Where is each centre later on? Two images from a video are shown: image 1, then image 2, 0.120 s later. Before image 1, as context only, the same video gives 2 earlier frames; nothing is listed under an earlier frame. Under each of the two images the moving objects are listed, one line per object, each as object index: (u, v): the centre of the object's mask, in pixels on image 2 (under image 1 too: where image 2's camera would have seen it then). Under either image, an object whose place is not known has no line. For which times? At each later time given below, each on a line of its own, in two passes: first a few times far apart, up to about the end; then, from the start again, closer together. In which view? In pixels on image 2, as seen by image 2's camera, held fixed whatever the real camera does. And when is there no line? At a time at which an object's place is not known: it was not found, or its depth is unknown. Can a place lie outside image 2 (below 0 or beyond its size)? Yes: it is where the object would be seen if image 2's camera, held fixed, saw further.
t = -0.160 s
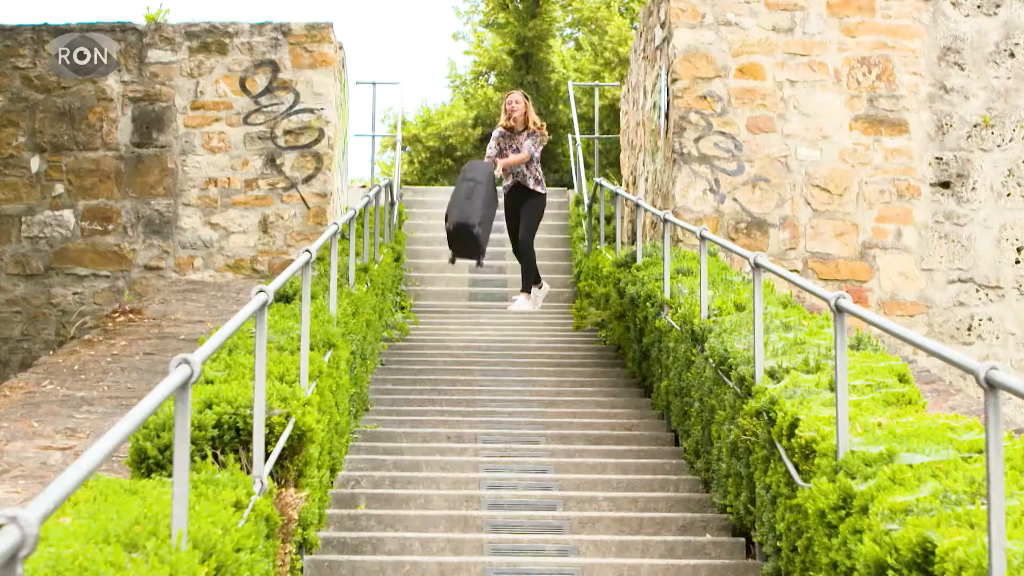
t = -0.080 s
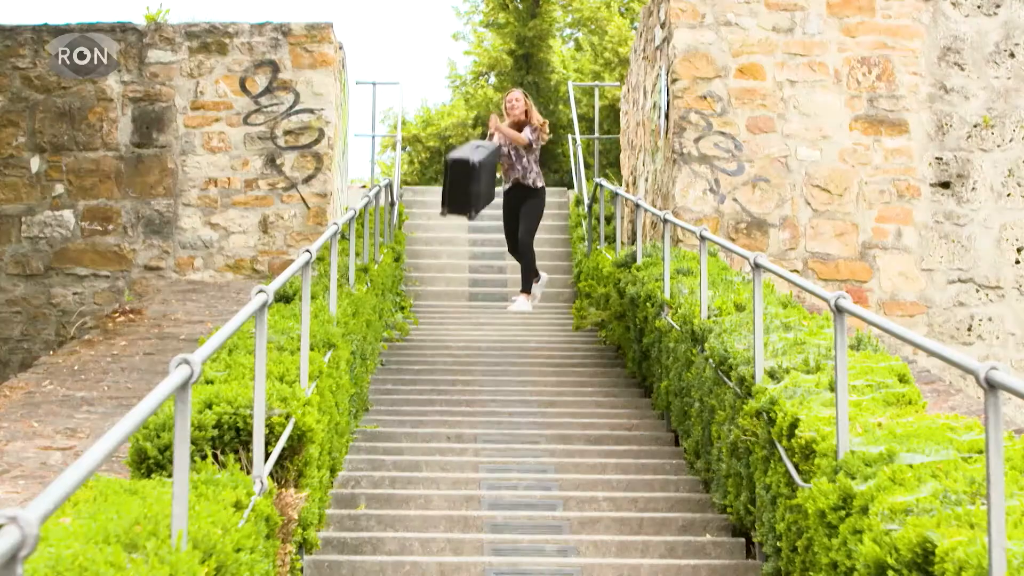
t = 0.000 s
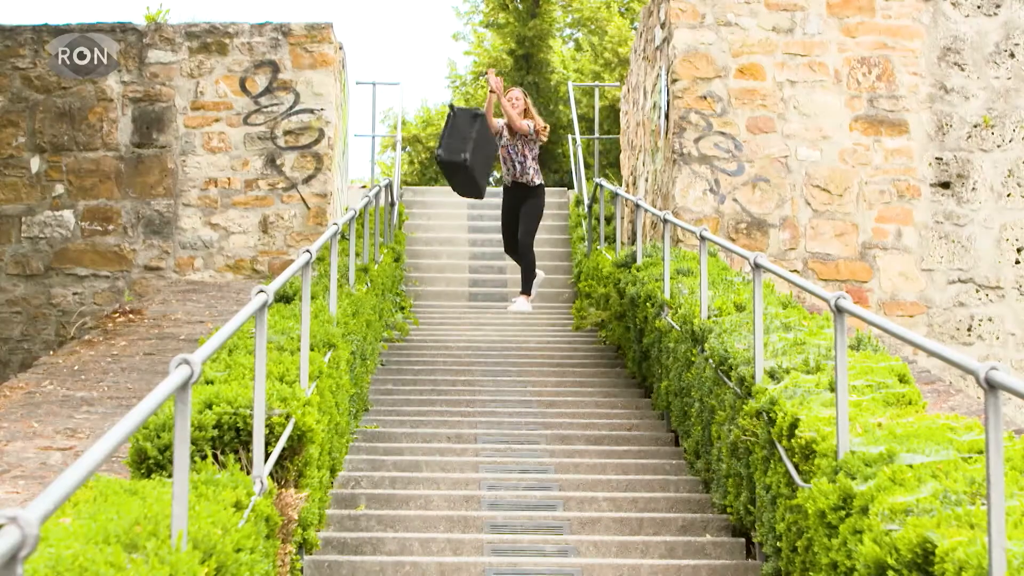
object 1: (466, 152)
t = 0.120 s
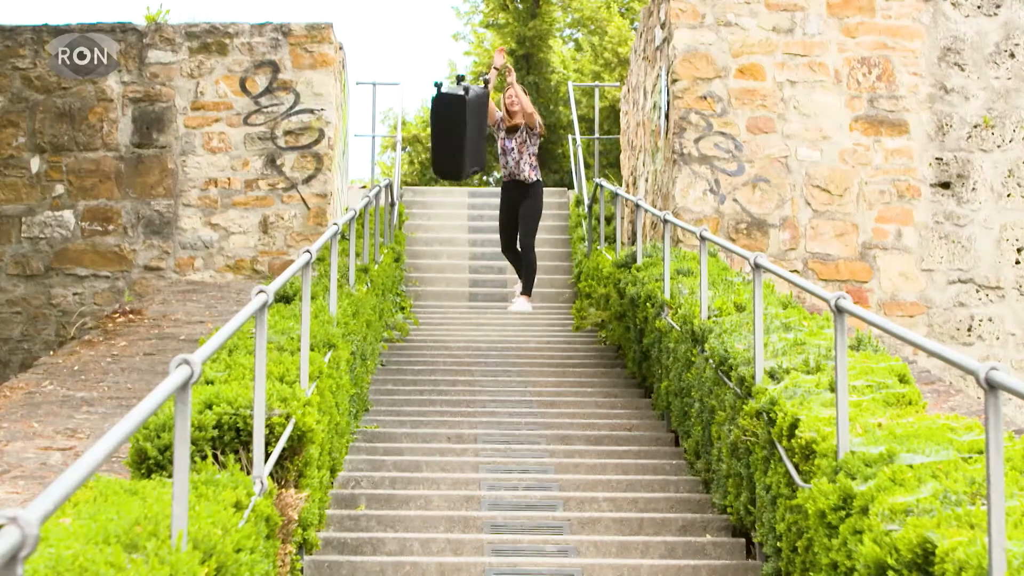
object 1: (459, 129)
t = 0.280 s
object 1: (446, 122)
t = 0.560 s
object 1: (426, 192)
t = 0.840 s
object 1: (423, 219)
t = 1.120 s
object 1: (419, 253)
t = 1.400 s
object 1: (416, 294)
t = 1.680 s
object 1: (412, 329)
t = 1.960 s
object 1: (413, 343)
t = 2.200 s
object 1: (412, 340)
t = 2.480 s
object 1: (421, 332)
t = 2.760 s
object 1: (431, 329)
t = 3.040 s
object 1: (439, 331)
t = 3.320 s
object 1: (444, 337)
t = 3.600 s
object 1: (446, 350)
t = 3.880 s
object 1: (450, 365)
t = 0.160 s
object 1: (456, 125)
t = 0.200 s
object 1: (453, 122)
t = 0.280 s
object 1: (446, 122)
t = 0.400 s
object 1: (436, 138)
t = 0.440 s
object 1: (433, 152)
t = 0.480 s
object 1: (429, 170)
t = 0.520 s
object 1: (427, 189)
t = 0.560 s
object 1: (426, 192)
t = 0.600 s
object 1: (426, 195)
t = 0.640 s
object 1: (425, 199)
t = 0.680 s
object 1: (425, 203)
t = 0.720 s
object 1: (424, 206)
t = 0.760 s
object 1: (424, 211)
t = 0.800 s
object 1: (423, 215)
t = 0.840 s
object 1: (423, 219)
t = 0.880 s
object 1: (422, 223)
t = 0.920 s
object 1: (422, 228)
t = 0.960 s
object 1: (421, 233)
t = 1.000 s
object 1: (421, 238)
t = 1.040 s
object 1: (420, 243)
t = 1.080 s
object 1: (420, 248)
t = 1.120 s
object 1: (419, 253)
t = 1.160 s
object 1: (419, 258)
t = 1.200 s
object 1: (419, 264)
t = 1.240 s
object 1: (418, 270)
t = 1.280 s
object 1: (418, 276)
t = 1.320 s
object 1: (417, 281)
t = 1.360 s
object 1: (416, 288)
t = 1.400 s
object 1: (416, 294)
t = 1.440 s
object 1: (415, 300)
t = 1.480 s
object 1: (415, 305)
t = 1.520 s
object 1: (414, 312)
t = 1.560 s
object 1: (413, 317)
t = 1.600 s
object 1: (413, 320)
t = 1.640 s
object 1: (412, 326)
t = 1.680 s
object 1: (412, 329)
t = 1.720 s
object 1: (412, 332)
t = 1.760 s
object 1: (412, 335)
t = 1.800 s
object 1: (411, 338)
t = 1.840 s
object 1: (412, 339)
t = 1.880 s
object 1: (412, 340)
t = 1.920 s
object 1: (413, 342)
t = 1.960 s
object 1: (413, 343)
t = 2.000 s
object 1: (413, 343)
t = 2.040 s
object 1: (413, 342)
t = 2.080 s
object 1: (412, 341)
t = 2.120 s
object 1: (412, 341)
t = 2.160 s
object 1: (412, 340)
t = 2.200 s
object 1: (412, 340)
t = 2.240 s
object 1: (413, 340)
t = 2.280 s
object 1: (413, 339)
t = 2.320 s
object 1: (415, 336)
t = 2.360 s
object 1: (416, 335)
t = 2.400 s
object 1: (417, 334)
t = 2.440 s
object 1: (419, 333)
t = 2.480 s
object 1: (421, 332)
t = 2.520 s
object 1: (423, 332)
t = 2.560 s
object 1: (424, 331)
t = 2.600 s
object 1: (426, 330)
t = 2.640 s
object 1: (427, 330)
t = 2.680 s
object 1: (429, 330)
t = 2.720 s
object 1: (430, 329)
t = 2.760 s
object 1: (431, 329)
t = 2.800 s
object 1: (433, 329)
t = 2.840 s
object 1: (434, 329)
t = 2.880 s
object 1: (435, 329)
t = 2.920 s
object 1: (436, 329)
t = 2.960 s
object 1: (437, 330)
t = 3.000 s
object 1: (438, 330)
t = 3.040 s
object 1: (439, 331)
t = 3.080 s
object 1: (440, 331)
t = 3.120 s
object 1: (440, 332)
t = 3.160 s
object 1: (441, 333)
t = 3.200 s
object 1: (442, 334)
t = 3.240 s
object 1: (442, 335)
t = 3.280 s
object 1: (443, 336)
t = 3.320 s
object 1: (444, 337)
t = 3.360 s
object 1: (444, 339)
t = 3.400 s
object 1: (444, 341)
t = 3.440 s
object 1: (445, 342)
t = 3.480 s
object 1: (445, 344)
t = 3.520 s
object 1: (446, 346)
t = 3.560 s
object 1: (446, 347)
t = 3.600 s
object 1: (446, 350)
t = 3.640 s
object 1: (446, 352)
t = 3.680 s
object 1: (447, 354)
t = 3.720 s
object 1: (447, 356)
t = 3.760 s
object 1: (448, 359)
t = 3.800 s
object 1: (449, 361)
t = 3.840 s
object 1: (450, 363)
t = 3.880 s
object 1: (450, 365)
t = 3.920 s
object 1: (451, 366)
